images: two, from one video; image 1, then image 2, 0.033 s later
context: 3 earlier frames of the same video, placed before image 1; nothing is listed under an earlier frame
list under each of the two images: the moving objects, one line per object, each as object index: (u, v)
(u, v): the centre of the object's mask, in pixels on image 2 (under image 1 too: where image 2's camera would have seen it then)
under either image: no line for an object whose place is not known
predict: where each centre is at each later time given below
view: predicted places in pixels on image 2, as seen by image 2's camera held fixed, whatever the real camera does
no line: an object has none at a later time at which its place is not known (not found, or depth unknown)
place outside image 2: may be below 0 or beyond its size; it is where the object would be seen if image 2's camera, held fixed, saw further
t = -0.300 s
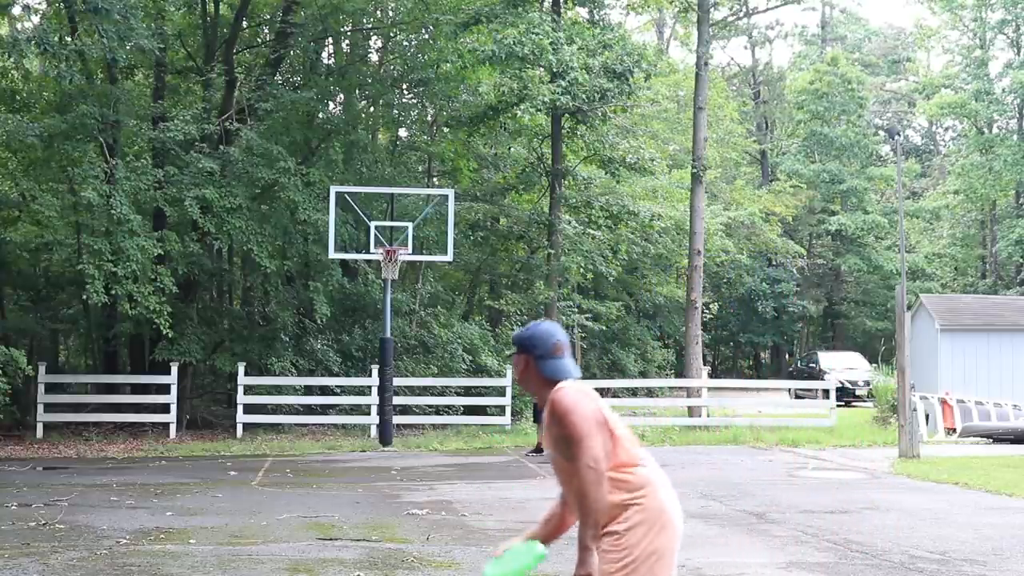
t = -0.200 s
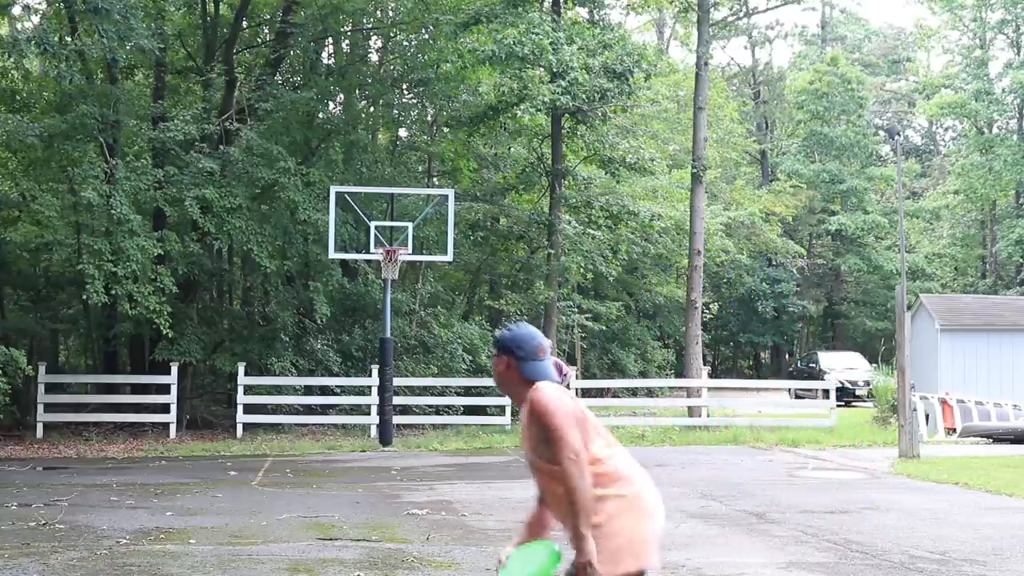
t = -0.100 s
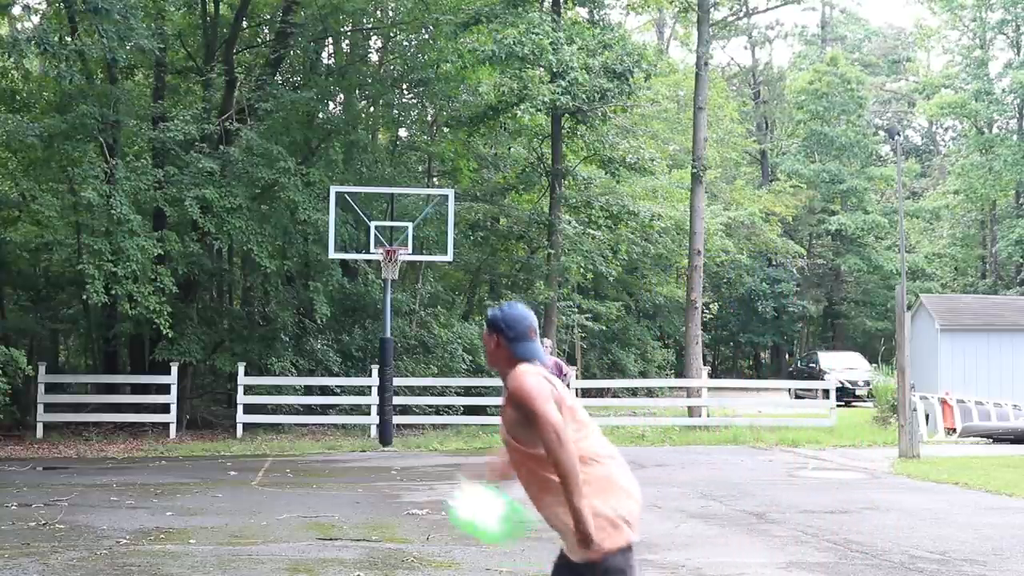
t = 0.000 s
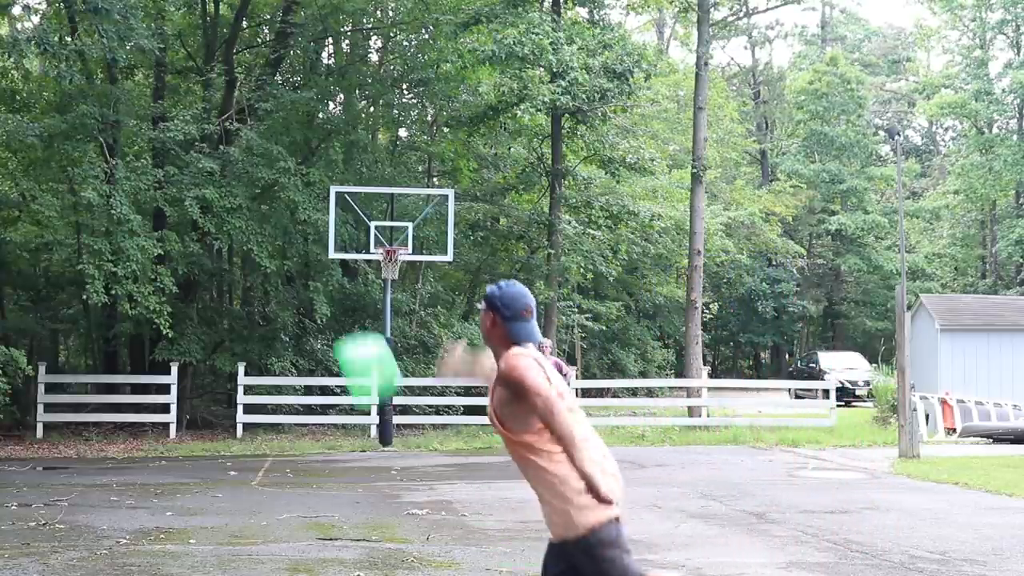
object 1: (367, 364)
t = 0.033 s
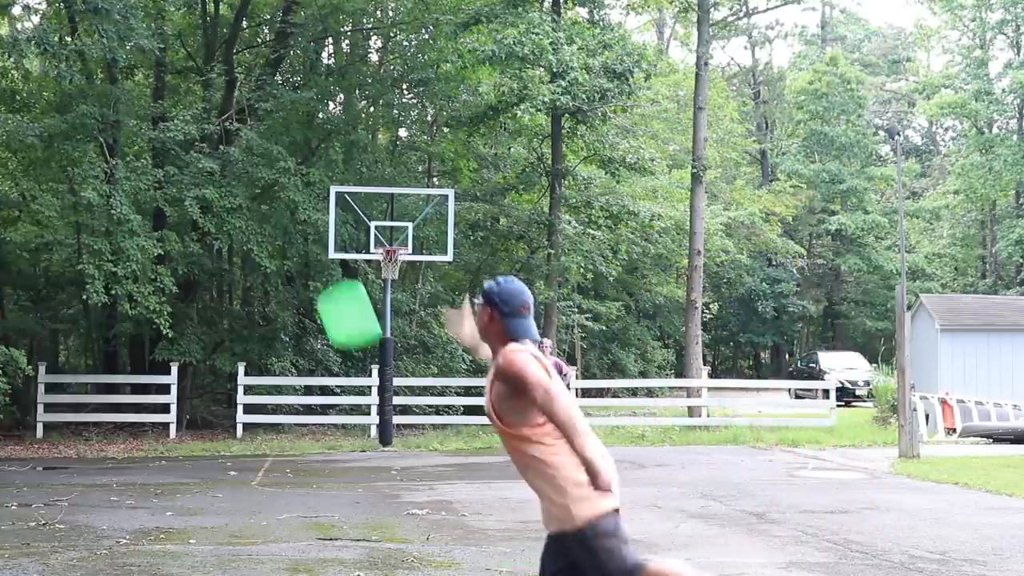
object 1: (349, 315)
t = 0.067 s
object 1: (332, 273)
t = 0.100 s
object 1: (314, 234)
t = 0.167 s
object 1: (287, 175)
